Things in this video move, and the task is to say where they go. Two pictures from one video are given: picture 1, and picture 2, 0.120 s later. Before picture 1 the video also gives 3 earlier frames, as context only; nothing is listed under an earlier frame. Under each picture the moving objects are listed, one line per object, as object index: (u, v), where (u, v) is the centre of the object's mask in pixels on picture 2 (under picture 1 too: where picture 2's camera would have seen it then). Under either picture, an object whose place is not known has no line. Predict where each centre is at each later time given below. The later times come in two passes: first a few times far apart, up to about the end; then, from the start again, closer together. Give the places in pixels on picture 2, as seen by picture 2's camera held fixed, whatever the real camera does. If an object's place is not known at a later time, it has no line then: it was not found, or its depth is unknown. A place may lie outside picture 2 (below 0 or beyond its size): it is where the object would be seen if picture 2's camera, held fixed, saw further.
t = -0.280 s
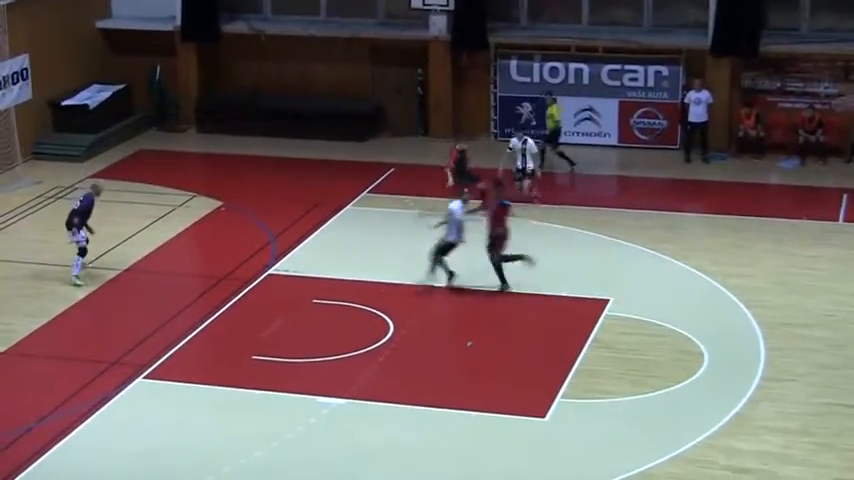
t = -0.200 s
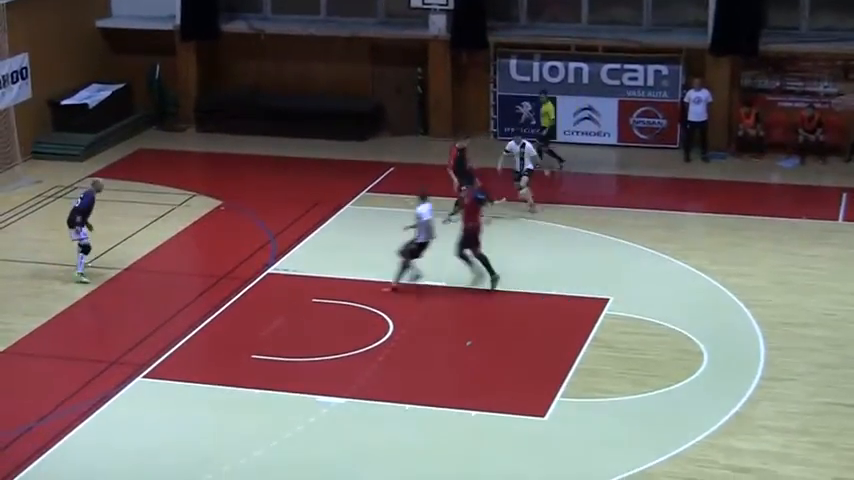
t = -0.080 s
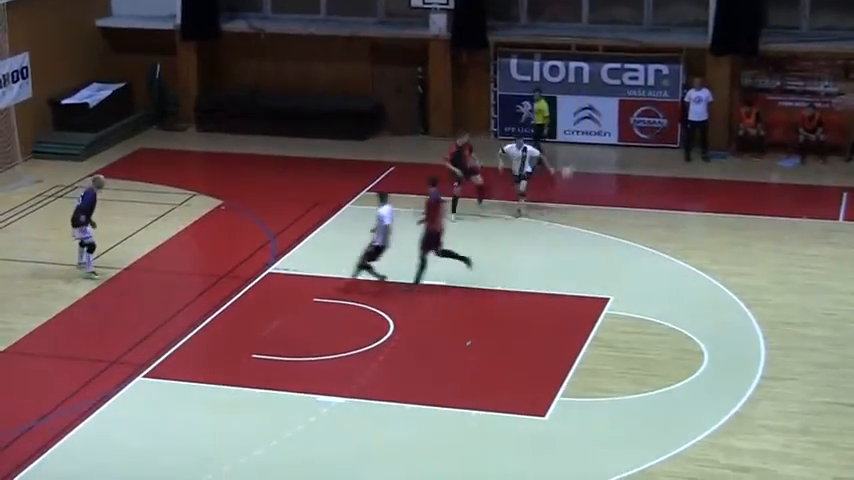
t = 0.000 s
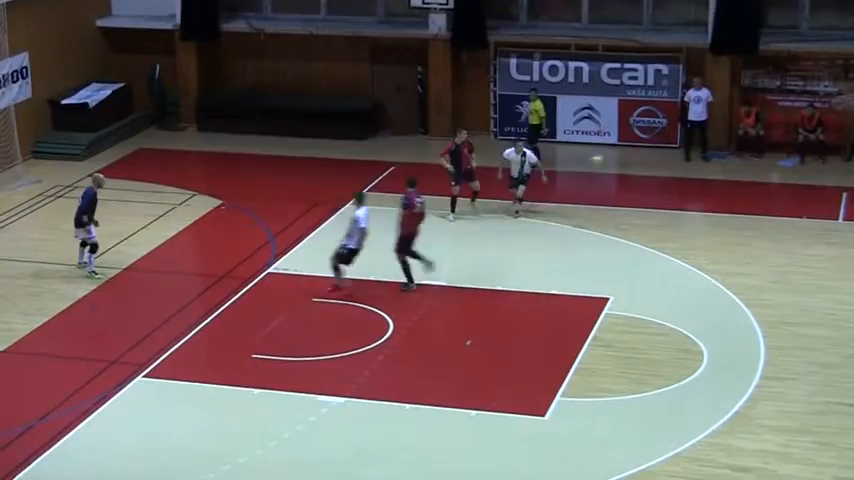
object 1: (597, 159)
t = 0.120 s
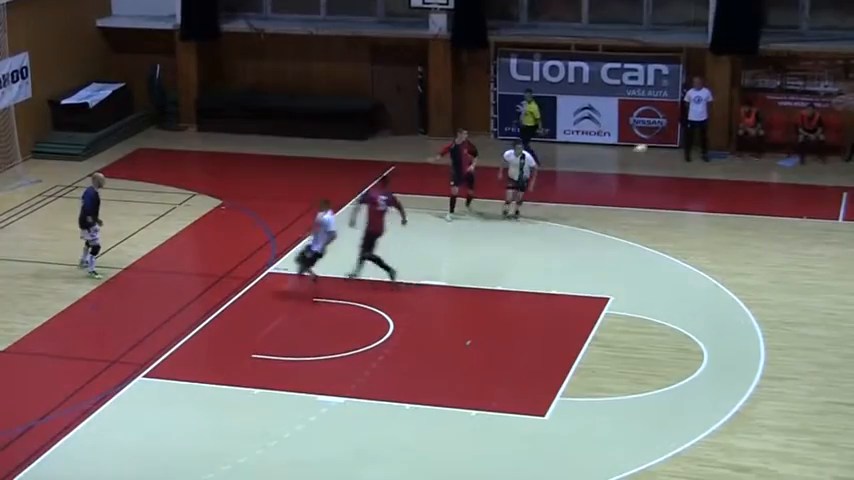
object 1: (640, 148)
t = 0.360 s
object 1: (733, 152)
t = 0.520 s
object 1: (798, 172)
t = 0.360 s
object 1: (733, 152)
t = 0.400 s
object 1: (748, 154)
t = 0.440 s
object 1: (765, 161)
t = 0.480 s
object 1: (781, 167)
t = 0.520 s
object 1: (798, 172)
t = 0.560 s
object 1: (813, 180)
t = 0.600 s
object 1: (829, 189)
